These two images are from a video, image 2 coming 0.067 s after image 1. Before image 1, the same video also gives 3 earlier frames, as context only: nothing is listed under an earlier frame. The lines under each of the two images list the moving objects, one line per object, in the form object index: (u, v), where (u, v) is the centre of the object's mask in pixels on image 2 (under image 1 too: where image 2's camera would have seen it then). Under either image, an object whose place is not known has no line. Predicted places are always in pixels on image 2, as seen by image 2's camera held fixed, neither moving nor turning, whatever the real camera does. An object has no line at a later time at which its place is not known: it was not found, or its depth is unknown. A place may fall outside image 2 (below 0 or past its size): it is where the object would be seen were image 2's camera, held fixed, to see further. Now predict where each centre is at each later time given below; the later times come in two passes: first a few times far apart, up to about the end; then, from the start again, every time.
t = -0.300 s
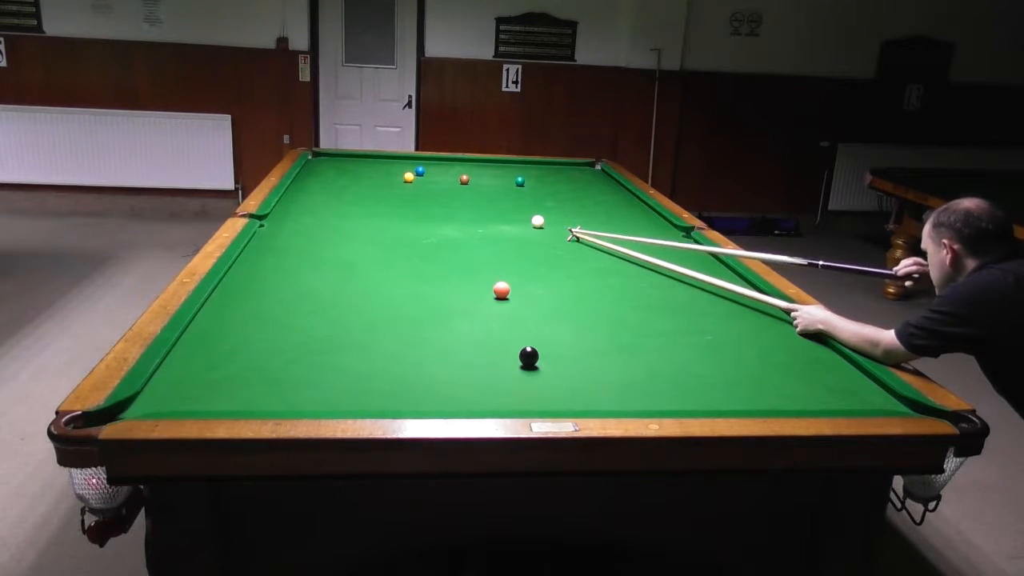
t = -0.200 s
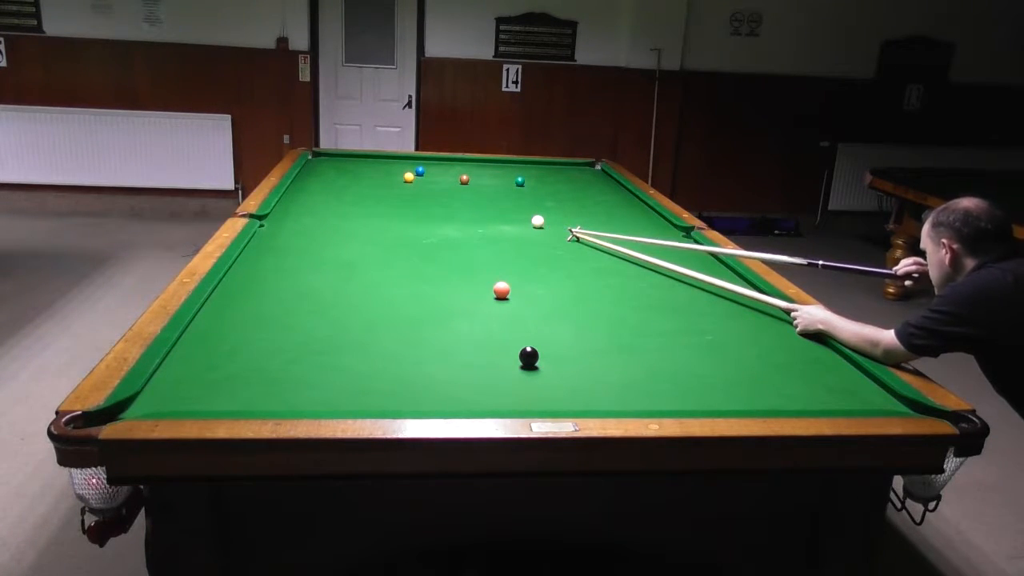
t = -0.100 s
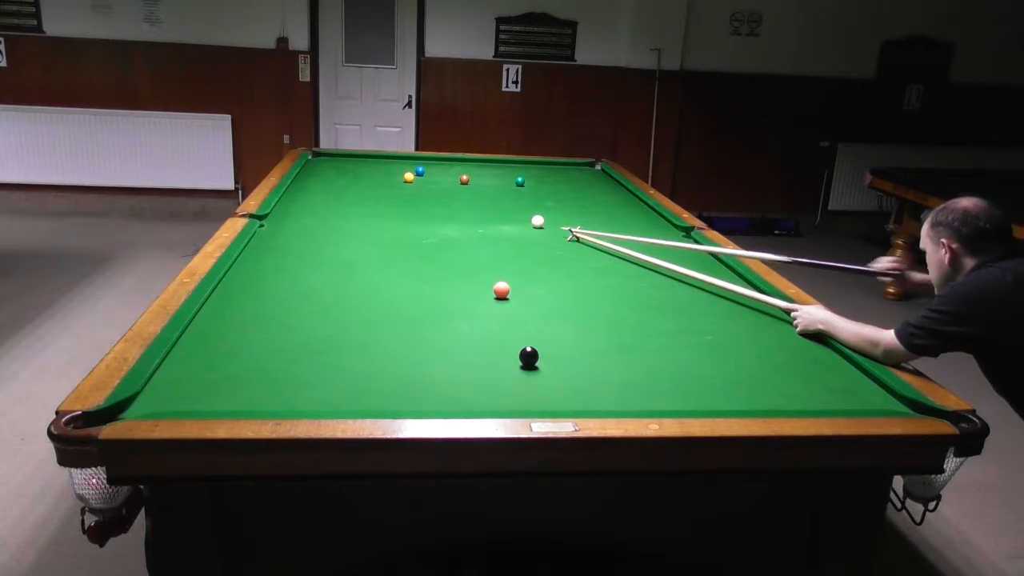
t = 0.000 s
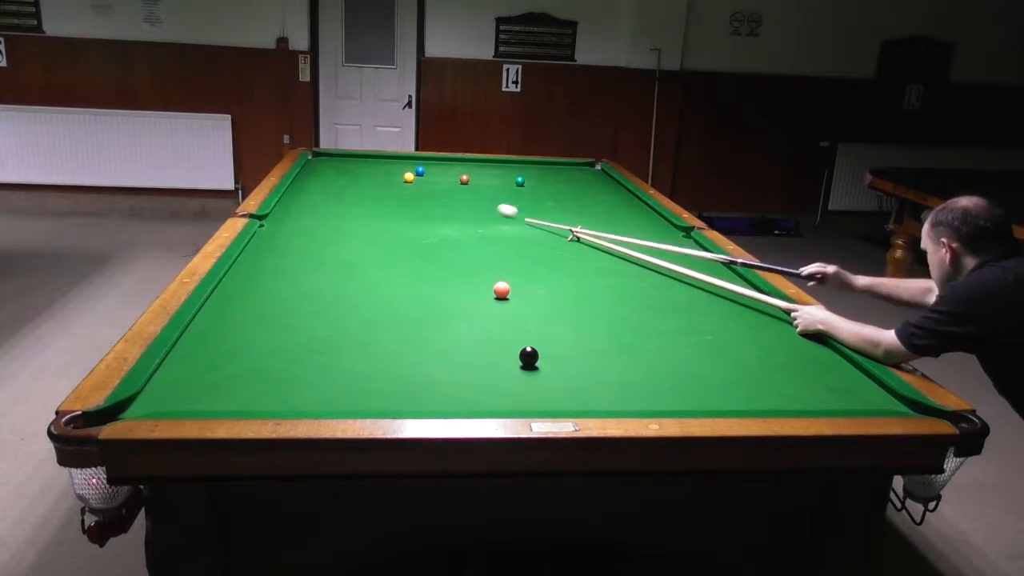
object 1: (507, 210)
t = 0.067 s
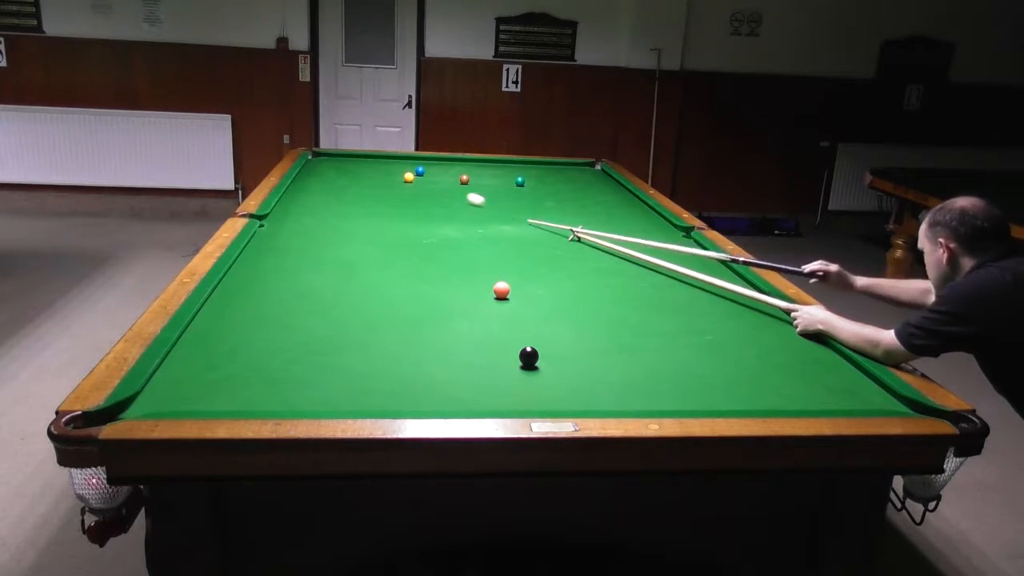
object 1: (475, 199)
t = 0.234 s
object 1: (416, 178)
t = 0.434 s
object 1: (430, 178)
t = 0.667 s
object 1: (446, 177)
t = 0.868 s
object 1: (457, 177)
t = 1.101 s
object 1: (471, 176)
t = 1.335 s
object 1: (480, 176)
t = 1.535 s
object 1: (488, 176)
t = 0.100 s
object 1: (456, 192)
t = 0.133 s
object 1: (447, 190)
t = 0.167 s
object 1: (430, 184)
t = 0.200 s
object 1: (416, 179)
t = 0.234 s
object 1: (416, 178)
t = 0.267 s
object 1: (419, 178)
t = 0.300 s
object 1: (422, 178)
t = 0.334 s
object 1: (423, 178)
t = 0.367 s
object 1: (426, 178)
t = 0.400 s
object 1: (429, 178)
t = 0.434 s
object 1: (430, 178)
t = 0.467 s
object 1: (433, 178)
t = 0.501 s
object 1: (435, 177)
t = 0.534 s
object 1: (437, 177)
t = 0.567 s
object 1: (440, 177)
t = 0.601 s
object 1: (442, 177)
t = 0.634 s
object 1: (443, 177)
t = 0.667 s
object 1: (446, 177)
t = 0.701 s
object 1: (449, 177)
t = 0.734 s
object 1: (450, 177)
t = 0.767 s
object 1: (452, 177)
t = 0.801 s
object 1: (455, 177)
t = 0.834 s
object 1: (456, 177)
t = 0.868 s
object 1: (457, 177)
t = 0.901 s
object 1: (459, 176)
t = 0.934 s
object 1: (460, 176)
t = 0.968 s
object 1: (462, 175)
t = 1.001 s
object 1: (466, 175)
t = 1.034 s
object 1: (467, 175)
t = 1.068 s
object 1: (470, 176)
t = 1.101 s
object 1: (471, 176)
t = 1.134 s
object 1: (472, 176)
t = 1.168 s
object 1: (473, 176)
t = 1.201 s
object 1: (475, 176)
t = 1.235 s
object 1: (475, 176)
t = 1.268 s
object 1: (477, 176)
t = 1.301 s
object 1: (479, 176)
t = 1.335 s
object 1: (480, 176)
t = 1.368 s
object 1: (482, 176)
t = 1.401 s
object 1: (483, 176)
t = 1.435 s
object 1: (484, 176)
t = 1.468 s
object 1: (486, 176)
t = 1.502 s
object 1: (487, 176)
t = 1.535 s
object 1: (488, 176)
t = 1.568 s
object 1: (490, 176)
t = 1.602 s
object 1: (491, 176)
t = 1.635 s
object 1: (492, 176)
